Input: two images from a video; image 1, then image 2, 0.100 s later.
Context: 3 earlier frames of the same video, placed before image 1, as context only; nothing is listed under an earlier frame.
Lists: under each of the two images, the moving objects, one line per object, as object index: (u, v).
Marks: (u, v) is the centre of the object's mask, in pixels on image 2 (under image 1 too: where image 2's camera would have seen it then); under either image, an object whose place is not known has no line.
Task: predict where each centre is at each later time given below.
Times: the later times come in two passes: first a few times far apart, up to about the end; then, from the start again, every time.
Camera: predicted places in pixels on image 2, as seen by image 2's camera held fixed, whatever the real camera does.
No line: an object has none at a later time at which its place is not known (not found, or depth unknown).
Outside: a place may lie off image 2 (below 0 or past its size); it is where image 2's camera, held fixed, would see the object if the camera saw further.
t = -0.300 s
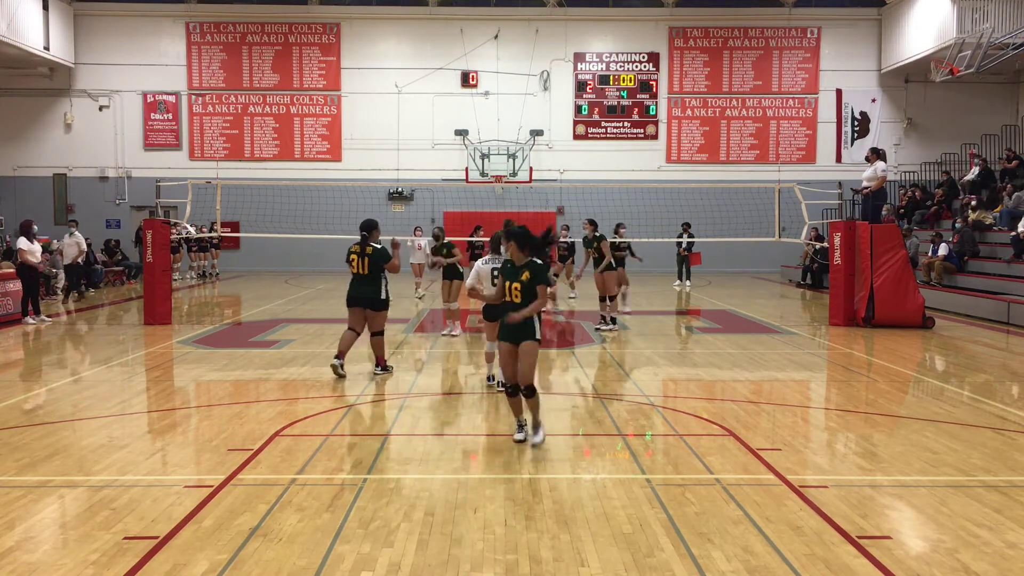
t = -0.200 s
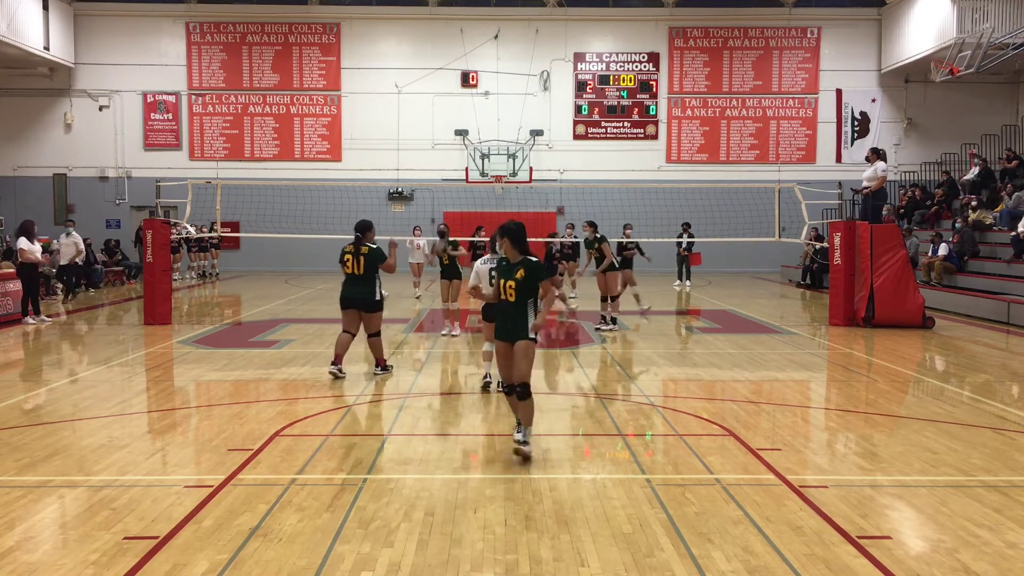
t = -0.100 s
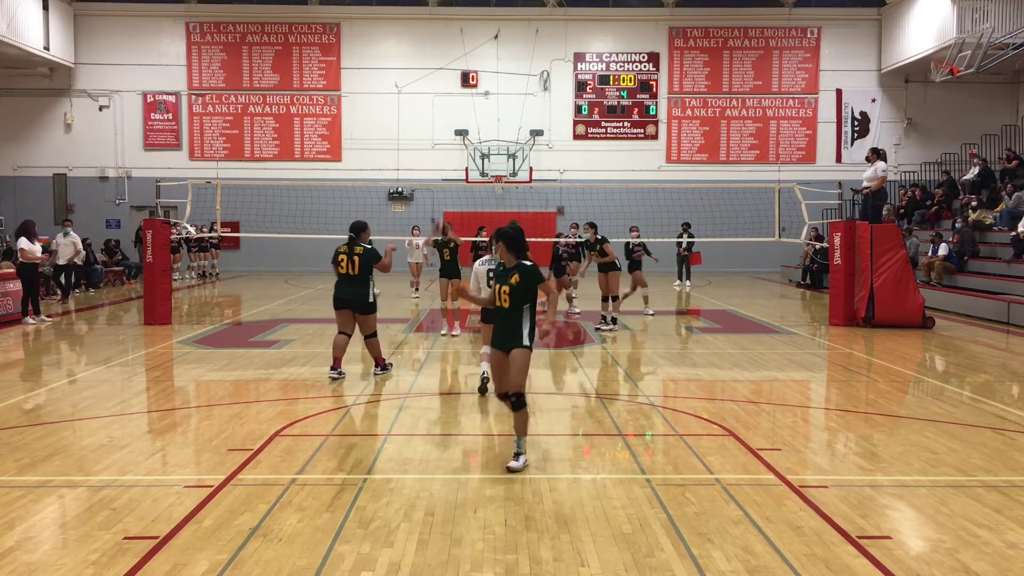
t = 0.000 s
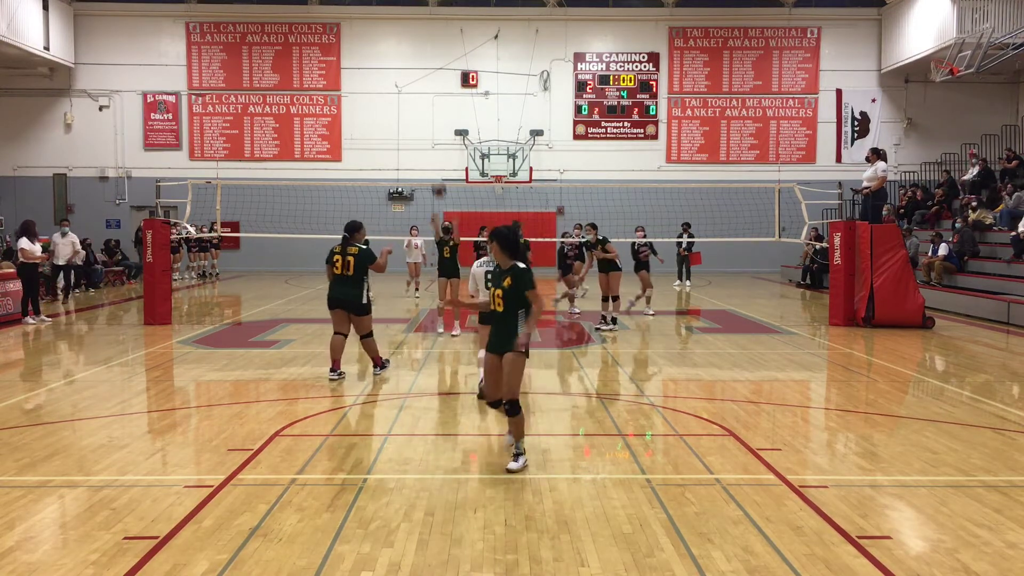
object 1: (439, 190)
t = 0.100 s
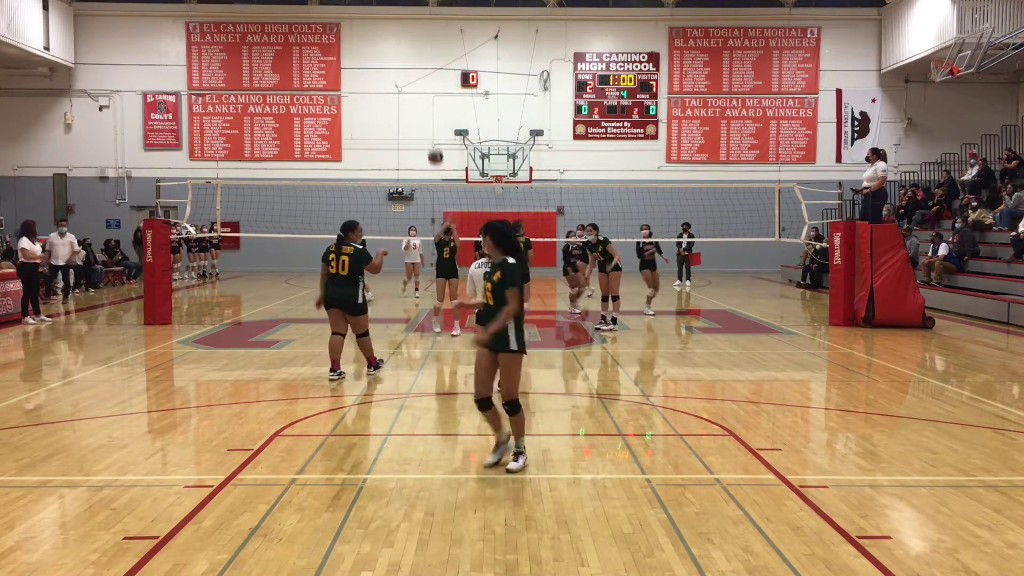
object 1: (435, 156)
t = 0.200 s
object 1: (432, 130)
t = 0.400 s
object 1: (422, 96)
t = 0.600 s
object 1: (410, 91)
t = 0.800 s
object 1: (395, 128)
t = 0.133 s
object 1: (434, 147)
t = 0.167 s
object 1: (433, 138)
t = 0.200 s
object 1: (432, 130)
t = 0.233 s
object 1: (430, 122)
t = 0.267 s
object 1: (429, 115)
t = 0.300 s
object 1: (427, 109)
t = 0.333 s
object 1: (426, 104)
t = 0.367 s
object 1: (424, 99)
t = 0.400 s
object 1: (422, 96)
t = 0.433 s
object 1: (420, 93)
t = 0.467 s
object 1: (418, 90)
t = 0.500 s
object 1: (416, 89)
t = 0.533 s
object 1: (414, 89)
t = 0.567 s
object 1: (412, 90)
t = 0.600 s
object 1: (410, 91)
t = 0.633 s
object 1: (407, 95)
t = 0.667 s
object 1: (405, 99)
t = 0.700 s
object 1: (403, 104)
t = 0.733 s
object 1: (400, 111)
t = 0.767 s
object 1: (398, 119)
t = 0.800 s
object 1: (395, 128)
